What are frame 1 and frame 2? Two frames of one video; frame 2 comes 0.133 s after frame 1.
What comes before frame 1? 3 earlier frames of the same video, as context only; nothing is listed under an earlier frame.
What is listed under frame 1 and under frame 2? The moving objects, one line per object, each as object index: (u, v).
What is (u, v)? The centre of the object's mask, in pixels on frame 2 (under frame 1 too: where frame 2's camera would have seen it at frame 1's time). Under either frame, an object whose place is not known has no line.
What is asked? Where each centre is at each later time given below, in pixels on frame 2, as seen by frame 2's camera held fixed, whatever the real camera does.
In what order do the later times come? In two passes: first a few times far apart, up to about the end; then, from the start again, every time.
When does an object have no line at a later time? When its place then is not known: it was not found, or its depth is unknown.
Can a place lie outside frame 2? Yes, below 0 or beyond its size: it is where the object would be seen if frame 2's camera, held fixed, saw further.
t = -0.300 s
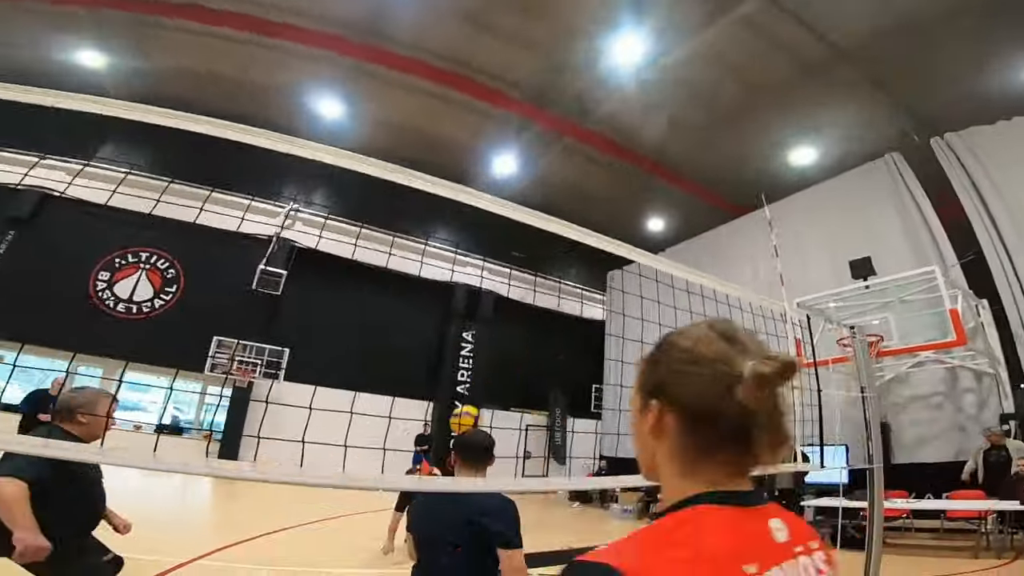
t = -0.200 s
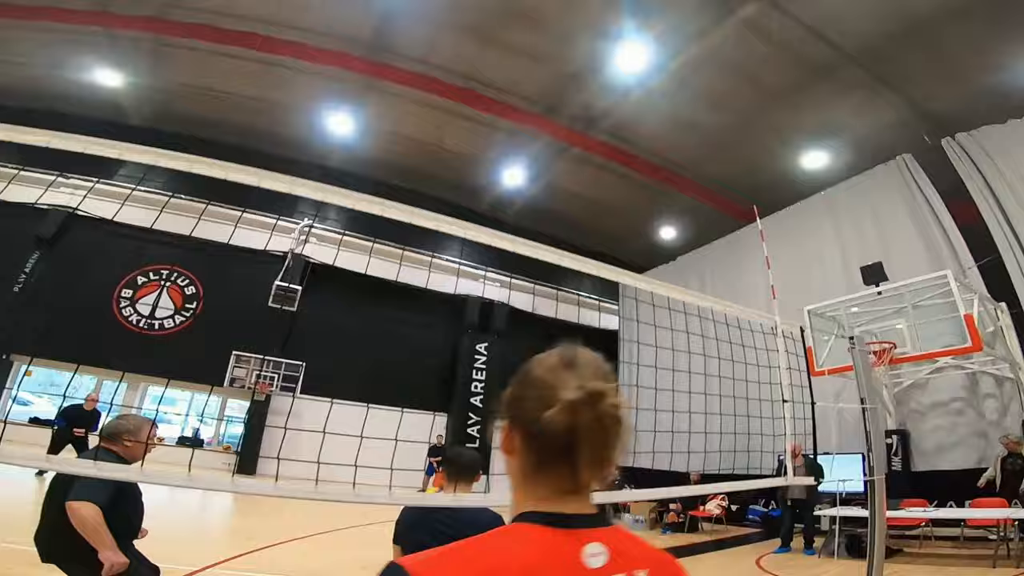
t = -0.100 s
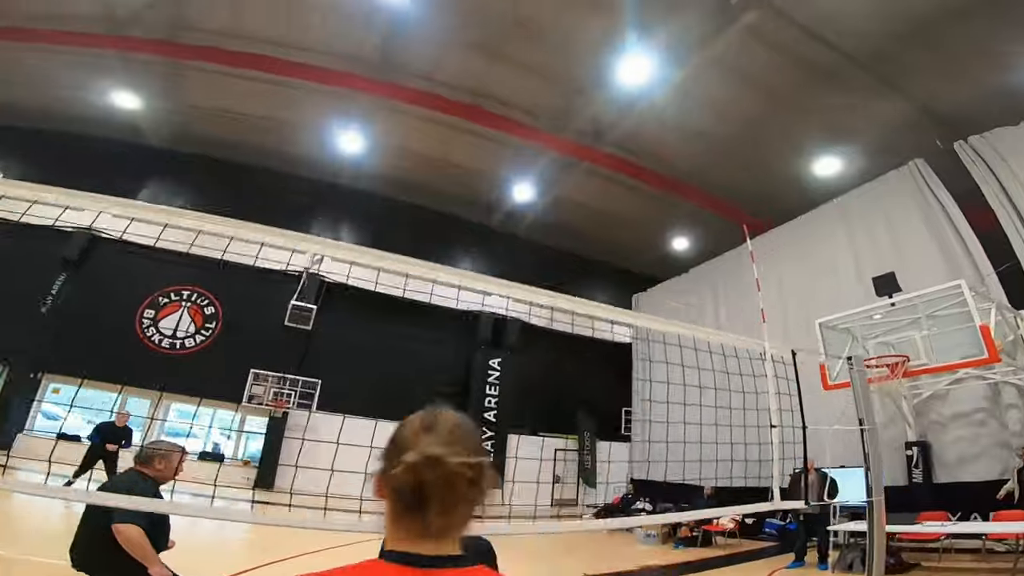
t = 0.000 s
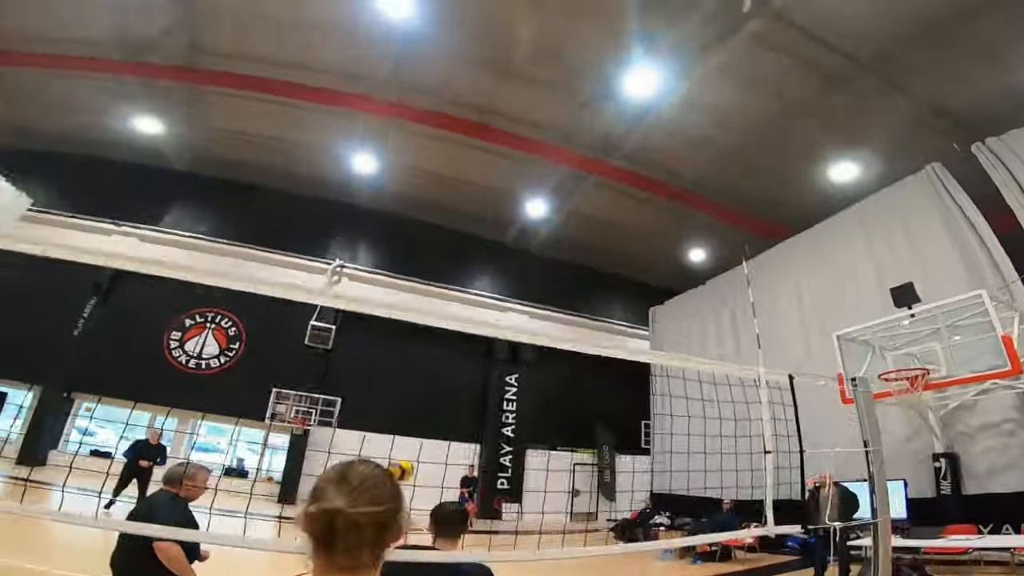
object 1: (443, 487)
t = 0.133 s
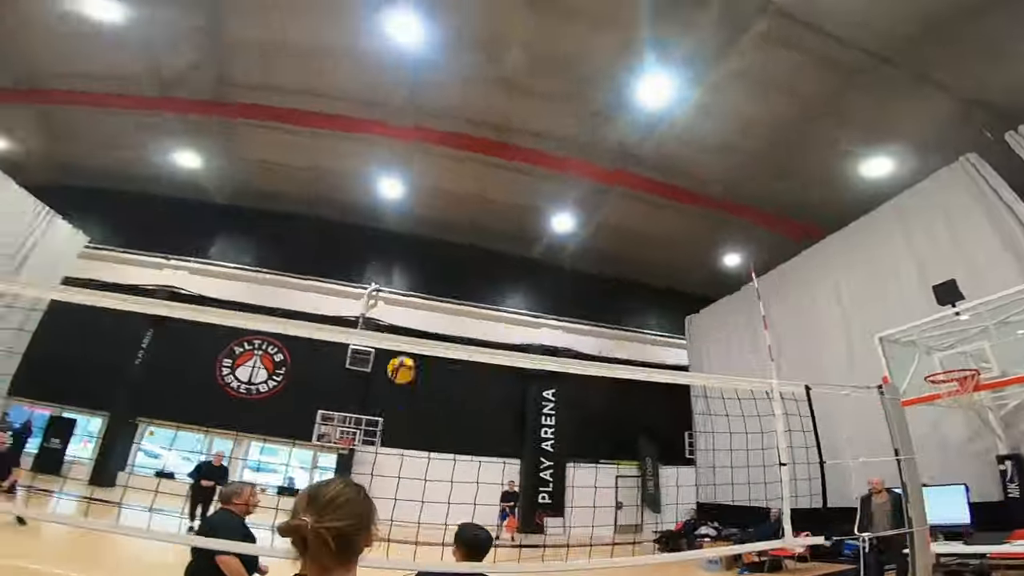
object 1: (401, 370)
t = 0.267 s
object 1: (366, 248)
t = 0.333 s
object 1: (349, 199)
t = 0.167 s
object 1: (395, 331)
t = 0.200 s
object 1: (381, 306)
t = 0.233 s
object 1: (375, 275)
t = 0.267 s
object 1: (366, 248)
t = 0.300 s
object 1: (357, 223)
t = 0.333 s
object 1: (349, 199)
